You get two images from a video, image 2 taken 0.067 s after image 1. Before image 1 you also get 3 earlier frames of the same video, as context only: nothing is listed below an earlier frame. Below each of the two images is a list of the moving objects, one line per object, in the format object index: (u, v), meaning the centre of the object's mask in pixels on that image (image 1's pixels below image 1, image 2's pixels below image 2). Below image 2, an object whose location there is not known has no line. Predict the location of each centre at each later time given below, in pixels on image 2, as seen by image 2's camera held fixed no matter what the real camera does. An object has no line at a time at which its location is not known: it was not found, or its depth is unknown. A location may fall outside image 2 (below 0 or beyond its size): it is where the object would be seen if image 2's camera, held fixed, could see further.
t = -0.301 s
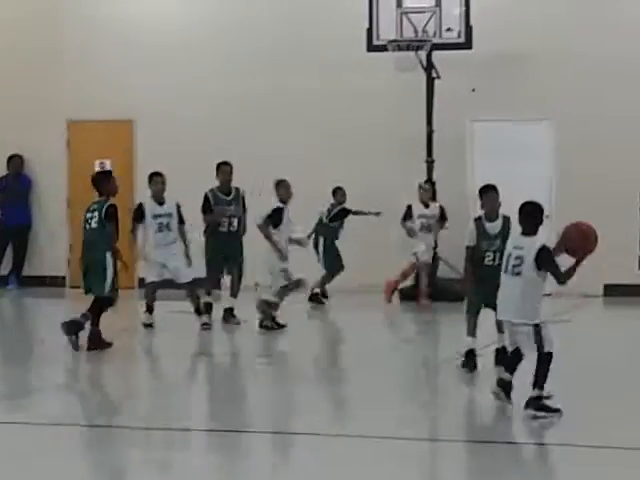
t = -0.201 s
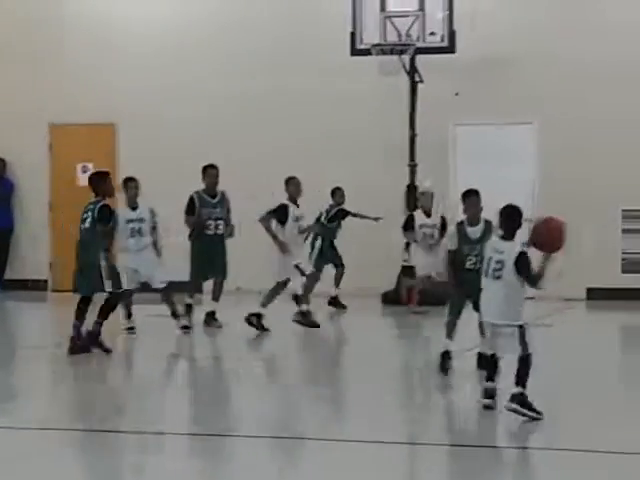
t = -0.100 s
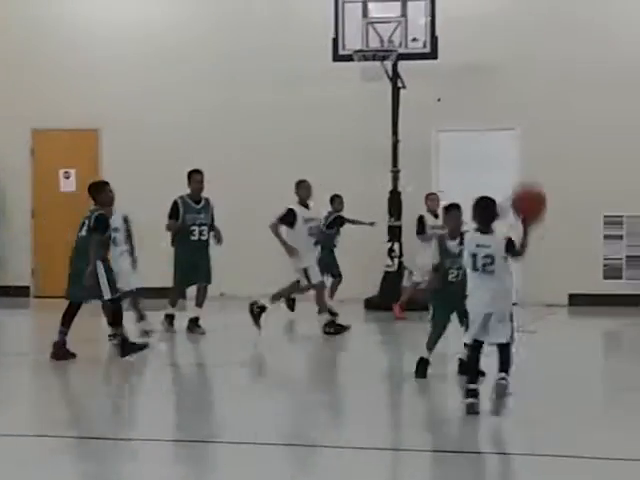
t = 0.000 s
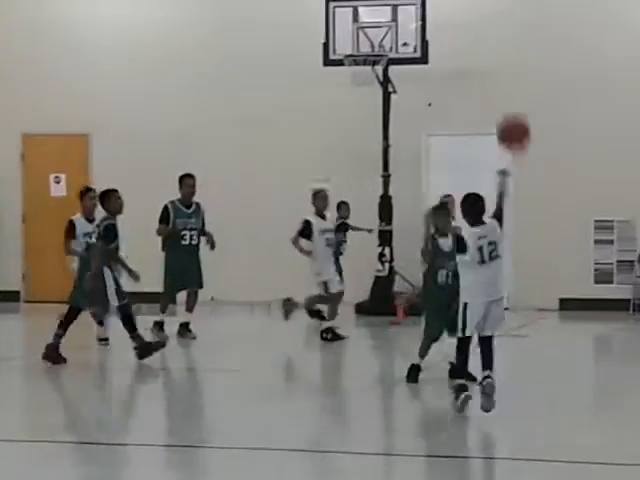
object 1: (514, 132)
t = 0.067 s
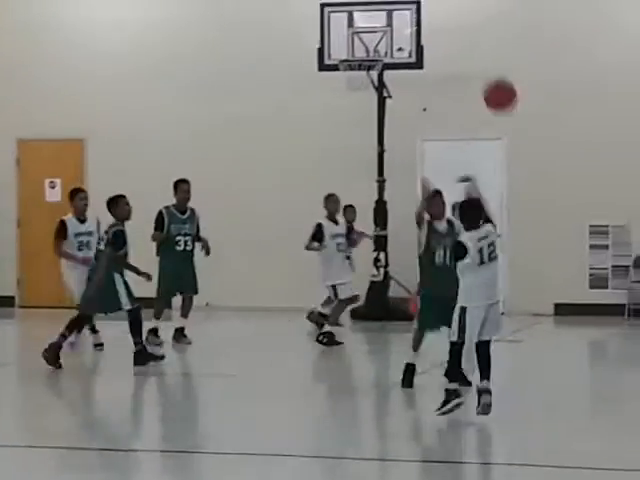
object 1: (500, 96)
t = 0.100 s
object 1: (496, 79)
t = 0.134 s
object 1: (493, 61)
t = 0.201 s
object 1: (485, 33)
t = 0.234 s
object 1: (482, 22)
